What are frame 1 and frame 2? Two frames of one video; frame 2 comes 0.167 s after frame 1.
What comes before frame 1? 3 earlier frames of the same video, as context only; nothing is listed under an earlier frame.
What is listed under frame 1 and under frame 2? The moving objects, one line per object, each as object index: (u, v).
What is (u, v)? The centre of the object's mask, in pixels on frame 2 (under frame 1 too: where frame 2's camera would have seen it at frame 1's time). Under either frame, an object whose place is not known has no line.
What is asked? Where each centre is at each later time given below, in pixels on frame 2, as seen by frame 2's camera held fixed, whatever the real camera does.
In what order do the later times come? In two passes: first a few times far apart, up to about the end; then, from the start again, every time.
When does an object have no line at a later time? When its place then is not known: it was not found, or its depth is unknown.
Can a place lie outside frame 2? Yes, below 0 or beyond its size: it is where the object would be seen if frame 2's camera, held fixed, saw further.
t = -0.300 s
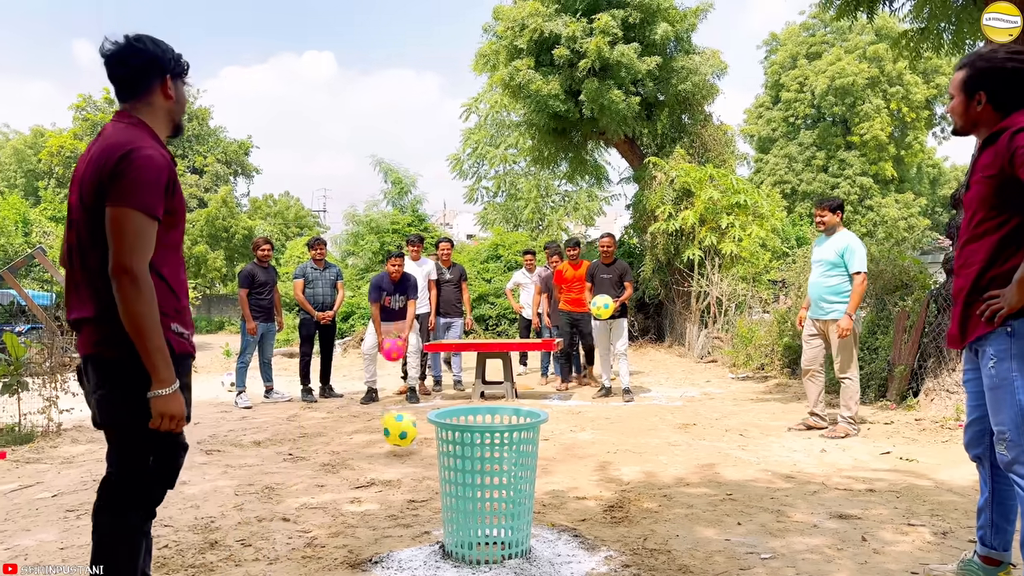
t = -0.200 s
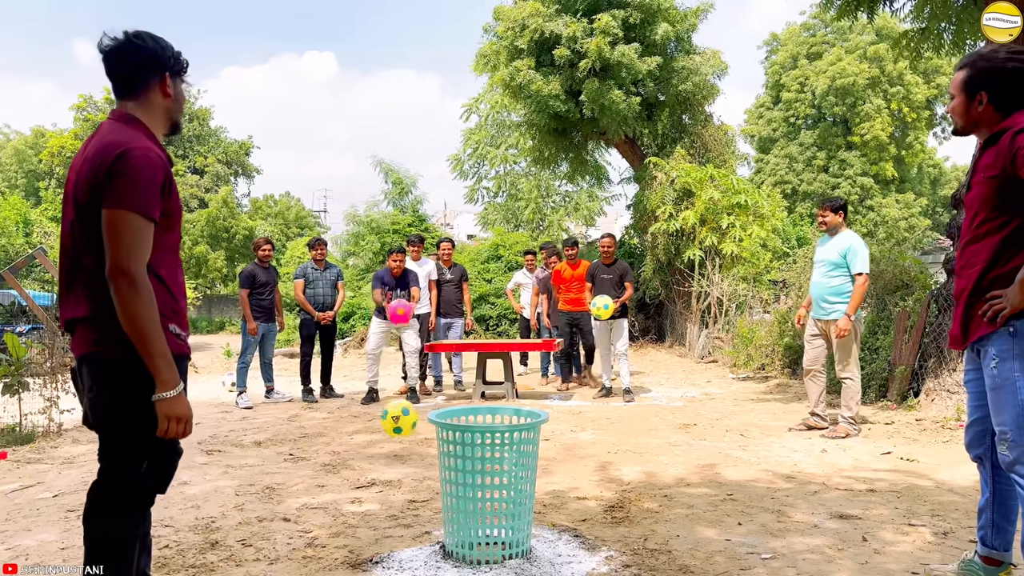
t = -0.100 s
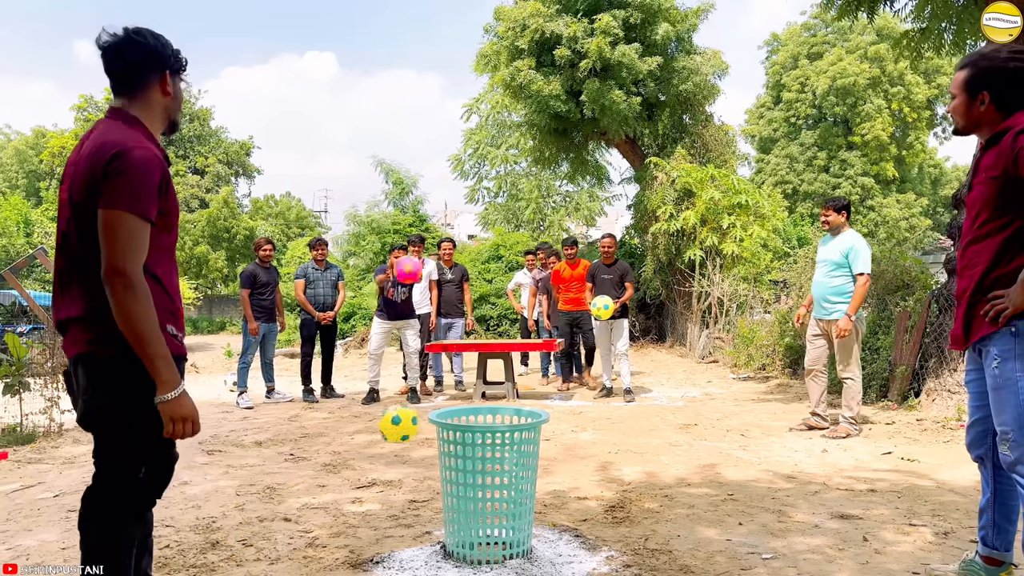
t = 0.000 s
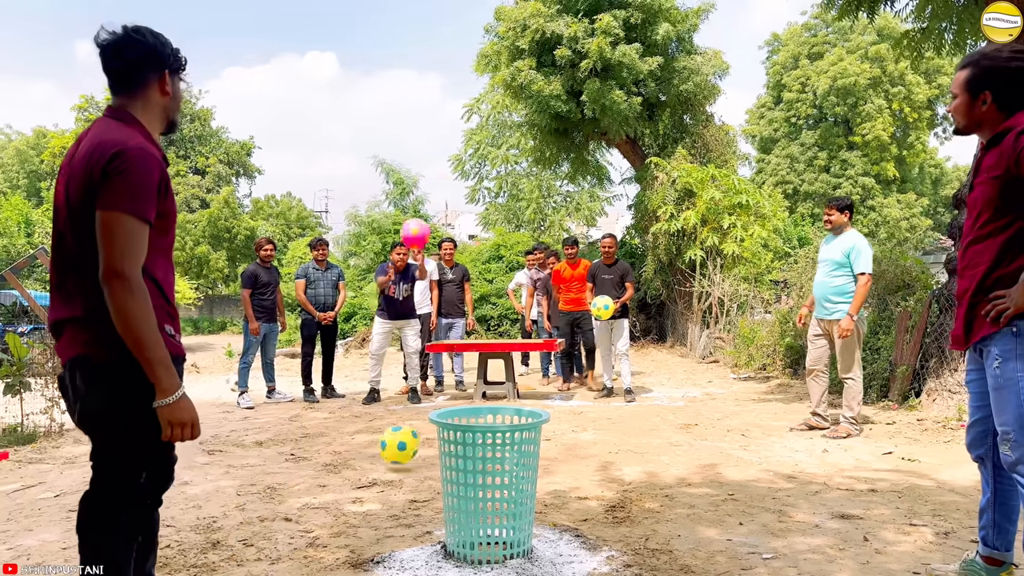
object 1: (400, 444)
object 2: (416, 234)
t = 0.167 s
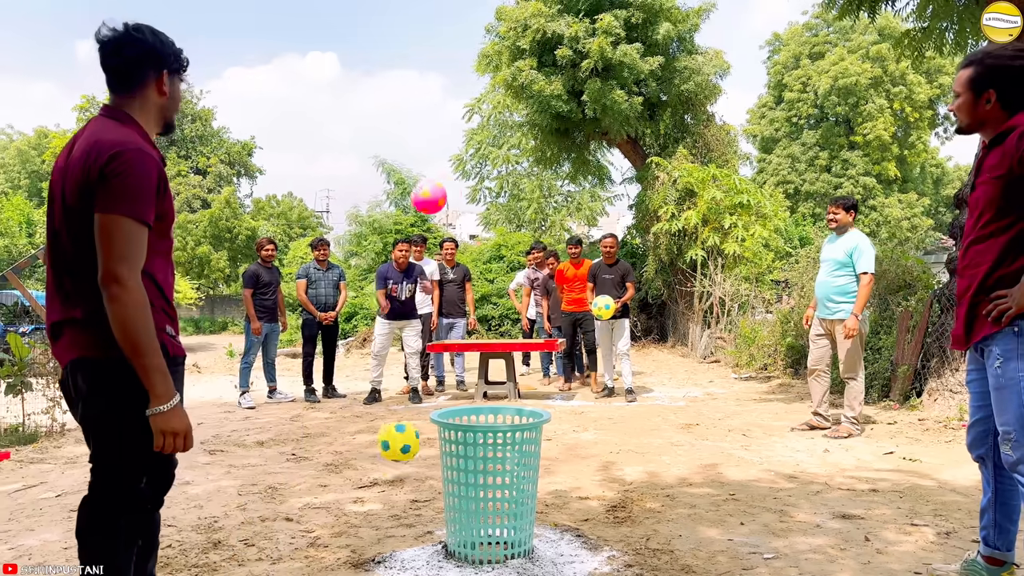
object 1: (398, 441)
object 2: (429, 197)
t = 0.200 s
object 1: (398, 442)
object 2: (432, 195)
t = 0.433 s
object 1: (397, 466)
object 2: (455, 222)
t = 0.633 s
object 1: (405, 468)
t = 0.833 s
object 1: (408, 480)
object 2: (489, 499)
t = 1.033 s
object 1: (405, 496)
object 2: (485, 522)
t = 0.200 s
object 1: (398, 442)
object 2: (432, 195)
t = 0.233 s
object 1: (398, 444)
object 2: (435, 193)
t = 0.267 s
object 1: (398, 449)
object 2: (437, 193)
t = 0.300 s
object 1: (397, 455)
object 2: (440, 195)
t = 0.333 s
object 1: (397, 465)
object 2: (444, 197)
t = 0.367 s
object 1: (397, 476)
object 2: (447, 204)
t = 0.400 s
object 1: (397, 473)
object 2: (451, 212)
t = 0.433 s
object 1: (397, 466)
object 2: (455, 222)
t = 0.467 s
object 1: (399, 462)
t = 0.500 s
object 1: (401, 458)
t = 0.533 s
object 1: (401, 458)
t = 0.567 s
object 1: (402, 458)
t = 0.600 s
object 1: (403, 462)
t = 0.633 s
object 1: (405, 468)
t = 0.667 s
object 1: (406, 477)
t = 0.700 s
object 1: (407, 487)
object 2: (488, 440)
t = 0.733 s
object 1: (409, 500)
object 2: (496, 461)
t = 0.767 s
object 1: (409, 494)
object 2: (501, 474)
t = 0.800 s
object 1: (408, 485)
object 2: (499, 487)
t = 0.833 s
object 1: (408, 480)
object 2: (489, 499)
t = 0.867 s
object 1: (407, 476)
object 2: (483, 511)
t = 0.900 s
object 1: (406, 476)
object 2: (490, 513)
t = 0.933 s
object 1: (406, 478)
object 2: (502, 517)
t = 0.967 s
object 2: (505, 520)
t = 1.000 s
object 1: (405, 488)
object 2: (493, 523)
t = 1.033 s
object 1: (405, 496)
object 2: (485, 522)
